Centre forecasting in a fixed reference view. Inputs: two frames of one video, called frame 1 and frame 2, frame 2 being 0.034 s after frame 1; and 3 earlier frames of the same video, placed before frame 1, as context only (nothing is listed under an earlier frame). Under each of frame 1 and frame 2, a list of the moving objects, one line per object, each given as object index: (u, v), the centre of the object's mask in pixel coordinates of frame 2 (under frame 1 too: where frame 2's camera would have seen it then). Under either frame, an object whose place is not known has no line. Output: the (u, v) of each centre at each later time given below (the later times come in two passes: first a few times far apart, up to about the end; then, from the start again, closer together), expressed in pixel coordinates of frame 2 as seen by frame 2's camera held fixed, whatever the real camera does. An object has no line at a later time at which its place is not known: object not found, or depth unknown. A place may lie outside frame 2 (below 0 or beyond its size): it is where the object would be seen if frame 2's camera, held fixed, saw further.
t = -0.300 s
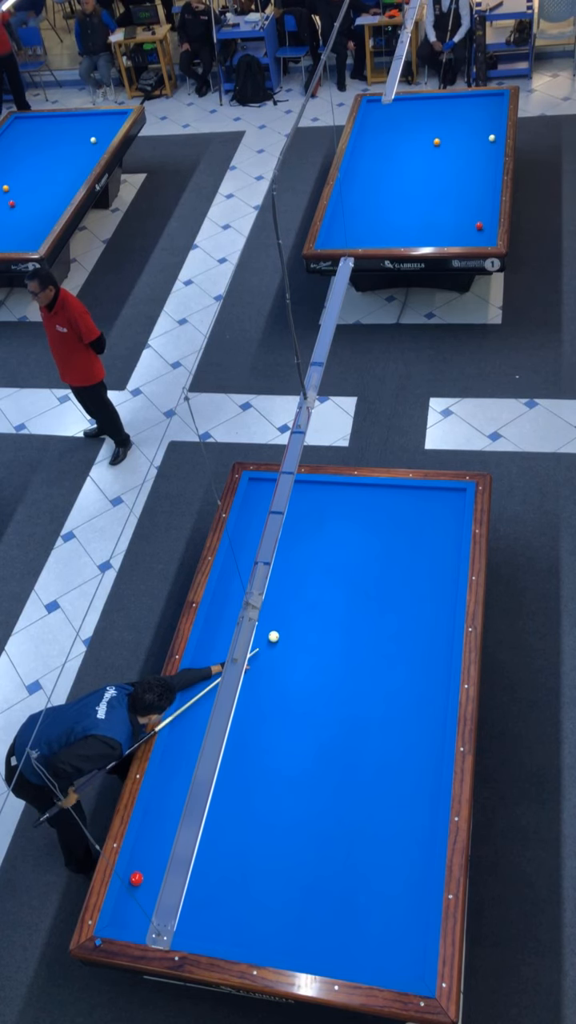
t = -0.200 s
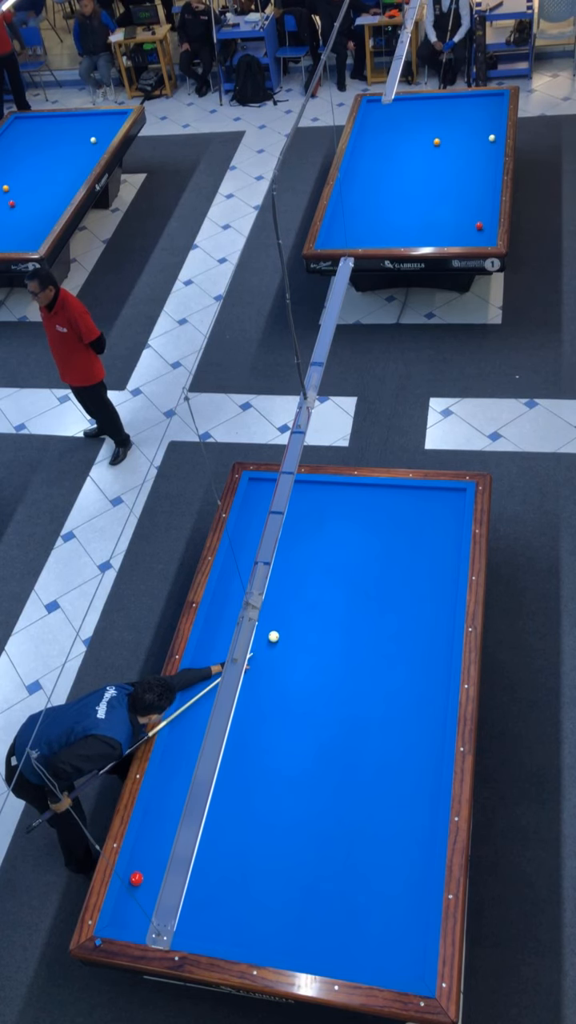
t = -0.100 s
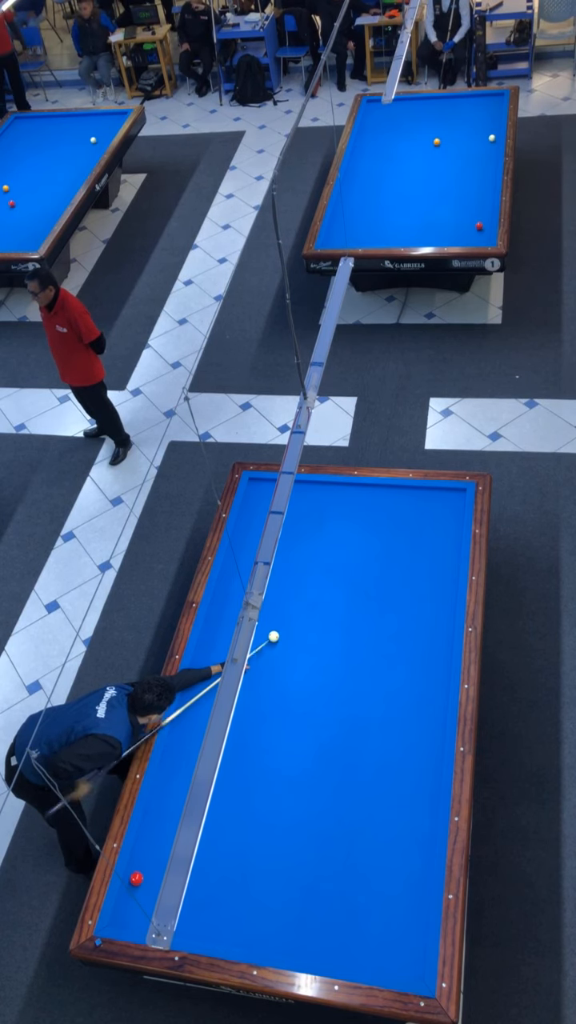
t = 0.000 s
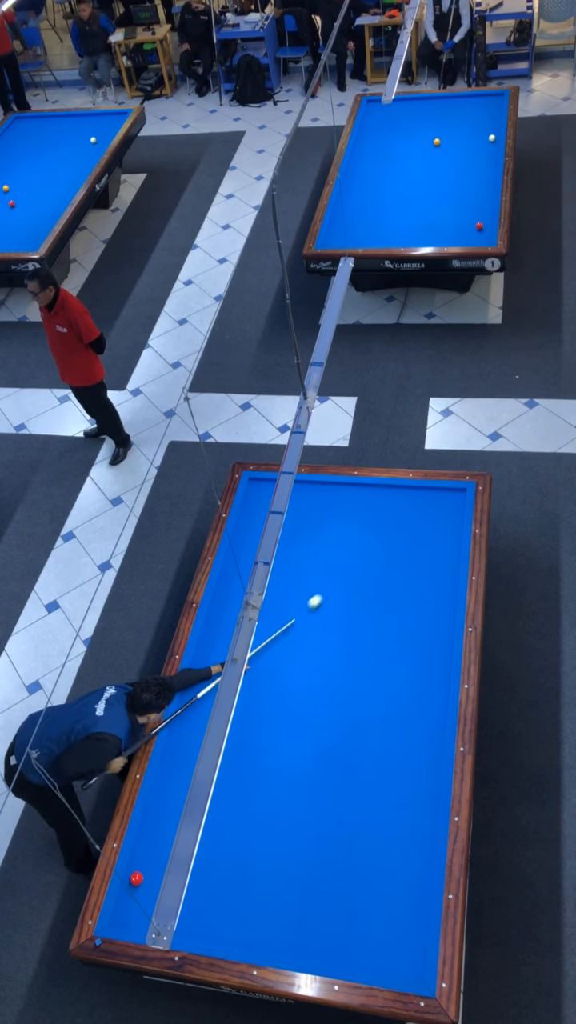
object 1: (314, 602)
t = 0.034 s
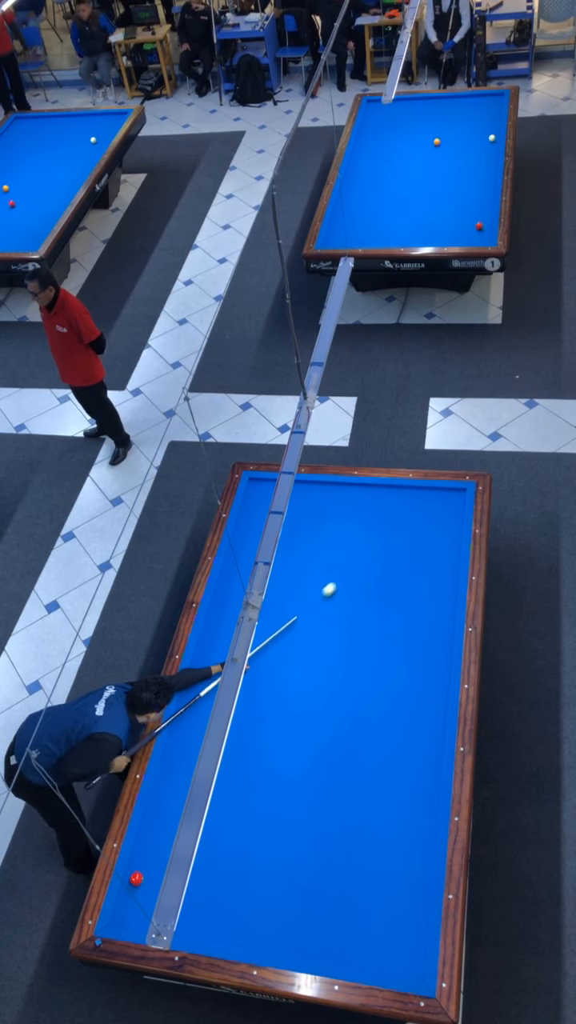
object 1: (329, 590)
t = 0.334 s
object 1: (442, 496)
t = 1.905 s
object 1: (162, 806)
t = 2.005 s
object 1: (165, 826)
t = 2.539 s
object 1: (179, 927)
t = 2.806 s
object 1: (191, 897)
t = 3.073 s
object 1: (204, 872)
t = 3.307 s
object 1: (213, 852)
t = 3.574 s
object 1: (224, 829)
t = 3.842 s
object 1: (234, 809)
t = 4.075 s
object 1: (242, 792)
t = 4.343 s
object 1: (251, 774)
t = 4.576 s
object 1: (258, 758)
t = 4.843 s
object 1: (266, 742)
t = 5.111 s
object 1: (273, 727)
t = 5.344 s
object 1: (279, 714)
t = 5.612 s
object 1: (285, 700)
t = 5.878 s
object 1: (291, 688)
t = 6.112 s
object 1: (296, 678)
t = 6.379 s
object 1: (301, 666)
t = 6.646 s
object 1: (306, 656)
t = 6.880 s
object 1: (310, 647)
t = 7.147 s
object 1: (314, 638)
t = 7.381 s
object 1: (317, 631)
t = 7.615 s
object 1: (321, 623)
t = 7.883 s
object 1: (325, 614)
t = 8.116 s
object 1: (327, 608)
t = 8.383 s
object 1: (330, 602)
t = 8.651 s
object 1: (333, 596)
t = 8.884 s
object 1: (335, 591)
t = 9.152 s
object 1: (337, 586)
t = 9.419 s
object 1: (339, 582)
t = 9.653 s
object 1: (340, 578)
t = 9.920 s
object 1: (342, 575)
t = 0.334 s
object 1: (442, 496)
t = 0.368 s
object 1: (453, 493)
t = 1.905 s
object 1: (162, 806)
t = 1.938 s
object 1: (163, 812)
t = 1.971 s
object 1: (164, 819)
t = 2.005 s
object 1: (165, 826)
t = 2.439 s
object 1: (179, 918)
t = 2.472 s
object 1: (179, 925)
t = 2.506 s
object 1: (178, 931)
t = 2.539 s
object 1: (179, 927)
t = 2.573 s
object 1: (181, 922)
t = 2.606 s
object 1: (183, 917)
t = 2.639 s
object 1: (184, 914)
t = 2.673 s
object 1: (185, 910)
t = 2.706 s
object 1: (187, 907)
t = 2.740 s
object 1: (188, 903)
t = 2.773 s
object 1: (190, 900)
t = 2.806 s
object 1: (191, 897)
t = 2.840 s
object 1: (193, 894)
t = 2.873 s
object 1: (194, 890)
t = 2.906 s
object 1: (196, 887)
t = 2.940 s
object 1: (198, 884)
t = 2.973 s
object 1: (199, 881)
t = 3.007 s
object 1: (201, 878)
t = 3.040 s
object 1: (202, 875)
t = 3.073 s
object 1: (204, 872)
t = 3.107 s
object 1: (205, 869)
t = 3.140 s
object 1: (206, 866)
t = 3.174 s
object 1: (208, 863)
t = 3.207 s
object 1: (209, 860)
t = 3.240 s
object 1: (211, 857)
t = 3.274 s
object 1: (212, 854)
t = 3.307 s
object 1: (213, 852)
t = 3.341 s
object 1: (215, 849)
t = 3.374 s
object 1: (216, 846)
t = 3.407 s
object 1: (217, 843)
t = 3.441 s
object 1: (219, 840)
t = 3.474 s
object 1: (220, 838)
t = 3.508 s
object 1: (222, 835)
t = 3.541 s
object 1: (223, 832)
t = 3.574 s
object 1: (224, 829)
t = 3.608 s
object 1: (225, 827)
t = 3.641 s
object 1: (226, 824)
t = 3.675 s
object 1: (228, 821)
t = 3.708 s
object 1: (229, 819)
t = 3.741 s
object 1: (230, 816)
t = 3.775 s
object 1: (231, 814)
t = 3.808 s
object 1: (233, 811)
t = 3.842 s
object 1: (234, 809)
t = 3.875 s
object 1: (235, 806)
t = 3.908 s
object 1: (236, 804)
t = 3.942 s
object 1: (237, 801)
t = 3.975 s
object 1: (238, 799)
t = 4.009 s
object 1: (239, 797)
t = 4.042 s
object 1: (241, 794)
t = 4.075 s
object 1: (242, 792)
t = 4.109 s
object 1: (243, 789)
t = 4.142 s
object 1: (244, 787)
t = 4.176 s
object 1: (245, 785)
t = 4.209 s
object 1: (246, 783)
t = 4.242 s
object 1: (247, 780)
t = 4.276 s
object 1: (249, 778)
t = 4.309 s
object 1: (250, 776)
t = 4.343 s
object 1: (251, 774)
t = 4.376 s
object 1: (252, 771)
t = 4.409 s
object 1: (253, 769)
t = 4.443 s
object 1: (254, 767)
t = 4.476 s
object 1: (255, 765)
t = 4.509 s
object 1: (256, 763)
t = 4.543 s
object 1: (257, 760)
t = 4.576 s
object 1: (258, 758)
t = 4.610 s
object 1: (259, 756)
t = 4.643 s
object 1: (260, 754)
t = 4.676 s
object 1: (261, 752)
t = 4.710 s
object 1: (262, 750)
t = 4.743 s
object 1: (263, 748)
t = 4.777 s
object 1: (264, 746)
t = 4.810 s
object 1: (265, 744)
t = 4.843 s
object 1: (266, 742)
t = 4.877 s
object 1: (266, 740)
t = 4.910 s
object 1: (267, 738)
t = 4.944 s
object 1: (268, 736)
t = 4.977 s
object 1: (269, 734)
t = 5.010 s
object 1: (270, 732)
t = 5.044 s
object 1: (271, 730)
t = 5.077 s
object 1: (272, 729)
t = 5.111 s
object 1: (273, 727)
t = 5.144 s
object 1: (274, 725)
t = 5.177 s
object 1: (274, 723)
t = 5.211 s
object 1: (275, 721)
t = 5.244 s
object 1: (276, 719)
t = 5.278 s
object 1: (277, 717)
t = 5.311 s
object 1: (278, 716)
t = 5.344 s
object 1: (279, 714)
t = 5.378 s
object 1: (279, 712)
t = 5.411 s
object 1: (280, 710)
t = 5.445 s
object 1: (281, 709)
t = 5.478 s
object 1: (282, 707)
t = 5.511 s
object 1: (282, 705)
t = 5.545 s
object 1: (283, 704)
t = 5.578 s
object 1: (284, 702)
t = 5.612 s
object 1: (285, 700)
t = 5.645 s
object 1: (286, 699)
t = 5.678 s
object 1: (286, 697)
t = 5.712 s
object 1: (287, 696)
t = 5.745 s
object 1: (288, 694)
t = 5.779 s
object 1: (288, 693)
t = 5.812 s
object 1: (289, 691)
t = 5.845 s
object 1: (290, 689)
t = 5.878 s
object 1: (291, 688)
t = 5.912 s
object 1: (292, 686)
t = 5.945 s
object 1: (292, 685)
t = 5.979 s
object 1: (293, 683)
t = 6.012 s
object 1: (294, 682)
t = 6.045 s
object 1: (294, 681)
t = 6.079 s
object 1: (295, 679)
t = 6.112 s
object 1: (296, 678)
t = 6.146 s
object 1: (296, 676)
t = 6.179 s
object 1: (297, 675)
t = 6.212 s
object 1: (298, 673)
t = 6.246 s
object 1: (299, 672)
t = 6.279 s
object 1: (299, 671)
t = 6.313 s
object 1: (300, 669)
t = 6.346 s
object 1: (300, 668)
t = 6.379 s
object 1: (301, 666)
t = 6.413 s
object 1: (302, 665)
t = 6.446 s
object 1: (302, 664)
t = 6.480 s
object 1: (303, 662)
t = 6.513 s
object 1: (303, 661)
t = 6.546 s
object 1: (304, 660)
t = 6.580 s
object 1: (305, 659)
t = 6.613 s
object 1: (305, 657)
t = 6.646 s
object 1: (306, 656)
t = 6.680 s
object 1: (307, 655)
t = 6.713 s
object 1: (307, 653)
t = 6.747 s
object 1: (308, 652)
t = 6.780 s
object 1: (308, 651)
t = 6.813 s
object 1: (309, 650)
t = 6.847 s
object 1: (309, 649)
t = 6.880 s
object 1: (310, 647)
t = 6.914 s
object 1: (310, 646)
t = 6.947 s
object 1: (311, 645)
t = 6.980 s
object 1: (311, 644)
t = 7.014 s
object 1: (312, 643)
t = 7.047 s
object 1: (312, 641)
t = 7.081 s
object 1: (313, 641)
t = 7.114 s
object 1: (314, 640)
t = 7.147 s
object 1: (314, 638)
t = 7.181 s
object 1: (315, 637)
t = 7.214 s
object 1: (315, 636)
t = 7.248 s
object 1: (316, 635)
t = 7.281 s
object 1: (316, 634)
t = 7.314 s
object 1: (316, 633)
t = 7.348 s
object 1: (317, 632)
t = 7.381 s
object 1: (317, 631)
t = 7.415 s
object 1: (318, 630)
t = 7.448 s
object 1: (318, 629)
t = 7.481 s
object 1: (319, 628)
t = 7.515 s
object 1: (319, 627)
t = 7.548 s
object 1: (320, 626)
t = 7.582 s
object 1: (320, 624)
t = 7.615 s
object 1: (321, 623)
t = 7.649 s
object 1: (322, 621)
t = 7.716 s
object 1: (322, 619)
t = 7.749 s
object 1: (323, 618)
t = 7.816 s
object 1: (324, 616)
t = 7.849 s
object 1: (324, 615)
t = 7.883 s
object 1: (325, 614)
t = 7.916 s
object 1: (325, 613)
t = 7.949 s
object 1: (325, 613)
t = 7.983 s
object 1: (326, 612)
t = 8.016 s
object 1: (326, 611)
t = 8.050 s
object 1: (326, 610)
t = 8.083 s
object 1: (327, 609)
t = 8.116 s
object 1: (327, 608)
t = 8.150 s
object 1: (327, 608)
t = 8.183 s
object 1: (328, 607)
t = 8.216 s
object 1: (328, 606)
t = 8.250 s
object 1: (329, 605)
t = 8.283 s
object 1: (329, 604)
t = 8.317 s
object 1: (329, 604)
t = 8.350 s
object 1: (330, 603)
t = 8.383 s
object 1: (330, 602)
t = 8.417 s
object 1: (330, 601)
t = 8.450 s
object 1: (331, 601)
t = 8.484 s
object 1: (331, 600)
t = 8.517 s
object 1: (331, 599)
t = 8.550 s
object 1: (332, 598)
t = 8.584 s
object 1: (332, 598)
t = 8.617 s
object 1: (332, 597)
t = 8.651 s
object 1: (333, 596)
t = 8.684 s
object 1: (333, 595)
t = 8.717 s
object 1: (333, 595)
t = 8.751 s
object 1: (334, 594)
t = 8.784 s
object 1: (334, 593)
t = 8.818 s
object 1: (334, 593)
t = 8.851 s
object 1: (334, 592)
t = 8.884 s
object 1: (335, 591)
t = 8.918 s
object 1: (335, 591)
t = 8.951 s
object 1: (335, 590)
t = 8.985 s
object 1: (335, 589)
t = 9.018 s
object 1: (336, 589)
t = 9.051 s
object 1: (336, 588)
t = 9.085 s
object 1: (336, 587)
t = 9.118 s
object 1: (336, 587)
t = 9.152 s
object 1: (337, 586)
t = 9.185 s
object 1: (337, 586)
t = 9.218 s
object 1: (337, 585)
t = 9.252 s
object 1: (338, 585)
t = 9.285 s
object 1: (338, 584)
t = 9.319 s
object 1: (338, 583)
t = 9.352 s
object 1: (338, 583)
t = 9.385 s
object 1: (338, 582)
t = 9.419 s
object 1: (339, 582)
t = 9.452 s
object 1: (339, 581)
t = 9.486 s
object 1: (339, 581)
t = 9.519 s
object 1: (339, 580)
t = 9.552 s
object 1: (339, 580)
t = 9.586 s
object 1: (340, 579)
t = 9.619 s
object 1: (340, 579)
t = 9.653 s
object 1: (340, 578)
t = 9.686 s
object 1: (340, 578)
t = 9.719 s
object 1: (341, 577)
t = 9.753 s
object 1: (341, 577)
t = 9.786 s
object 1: (341, 576)
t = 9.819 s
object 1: (341, 576)
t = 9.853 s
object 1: (341, 576)
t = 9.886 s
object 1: (341, 575)
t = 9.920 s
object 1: (342, 575)
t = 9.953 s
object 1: (342, 575)
